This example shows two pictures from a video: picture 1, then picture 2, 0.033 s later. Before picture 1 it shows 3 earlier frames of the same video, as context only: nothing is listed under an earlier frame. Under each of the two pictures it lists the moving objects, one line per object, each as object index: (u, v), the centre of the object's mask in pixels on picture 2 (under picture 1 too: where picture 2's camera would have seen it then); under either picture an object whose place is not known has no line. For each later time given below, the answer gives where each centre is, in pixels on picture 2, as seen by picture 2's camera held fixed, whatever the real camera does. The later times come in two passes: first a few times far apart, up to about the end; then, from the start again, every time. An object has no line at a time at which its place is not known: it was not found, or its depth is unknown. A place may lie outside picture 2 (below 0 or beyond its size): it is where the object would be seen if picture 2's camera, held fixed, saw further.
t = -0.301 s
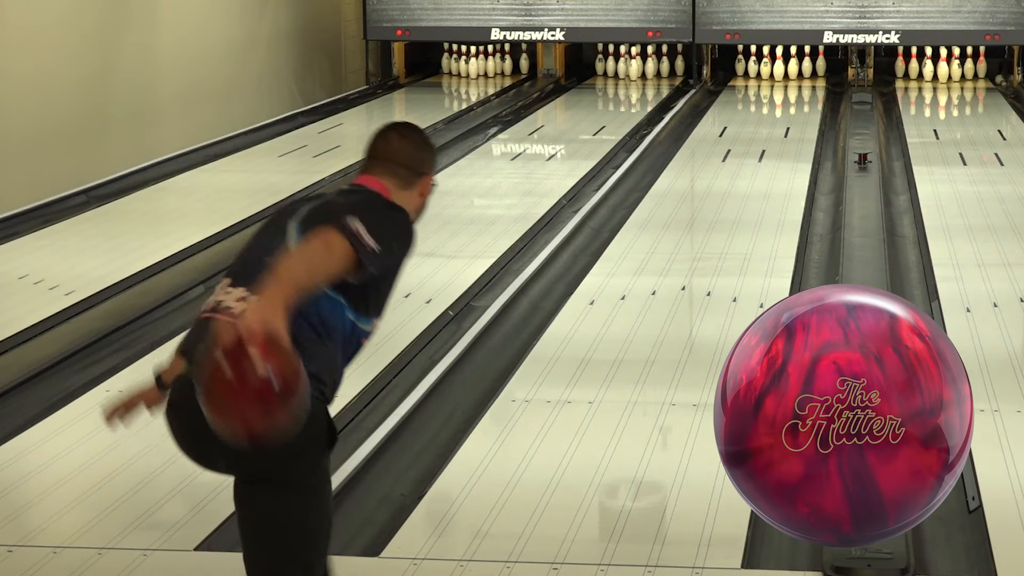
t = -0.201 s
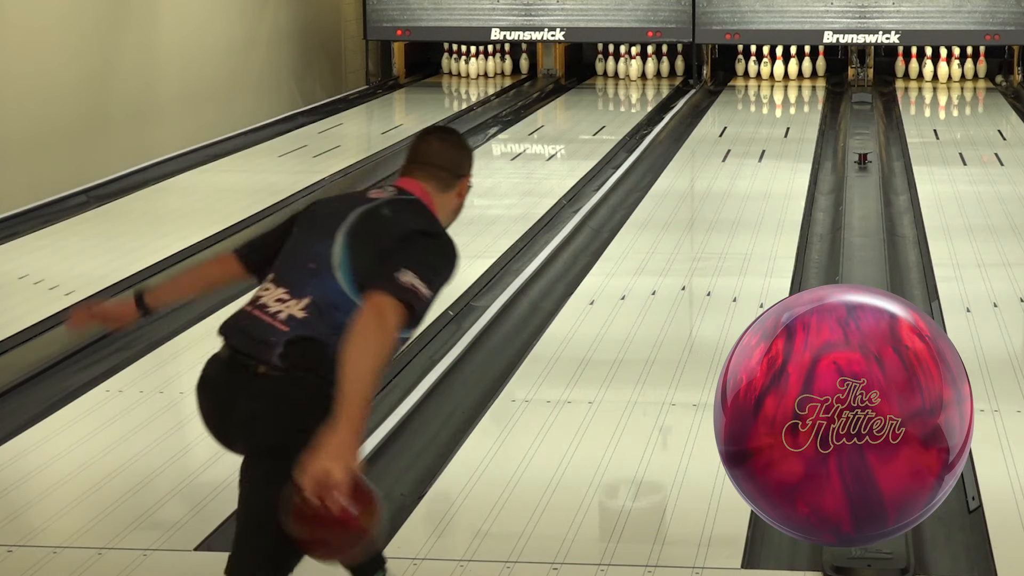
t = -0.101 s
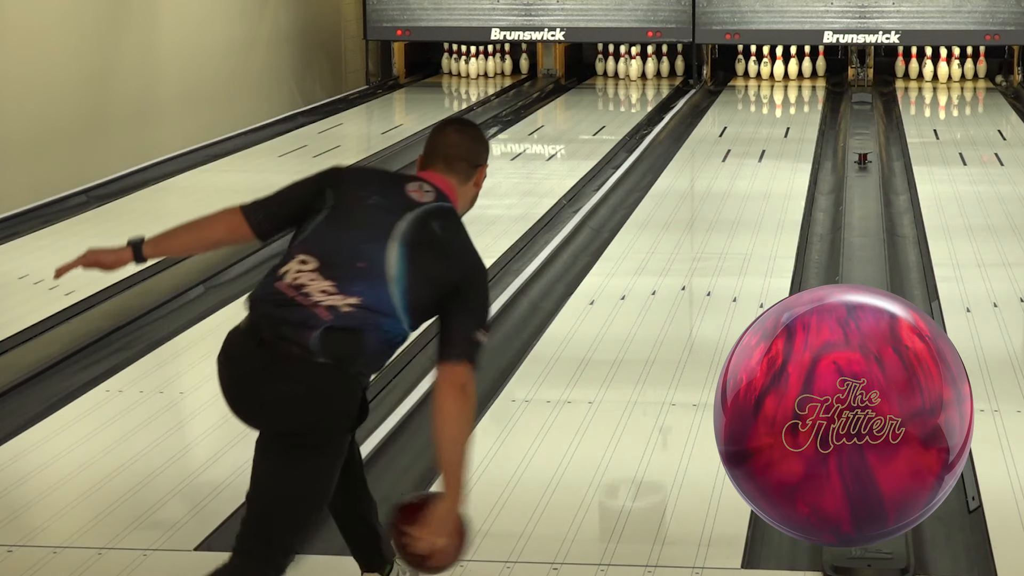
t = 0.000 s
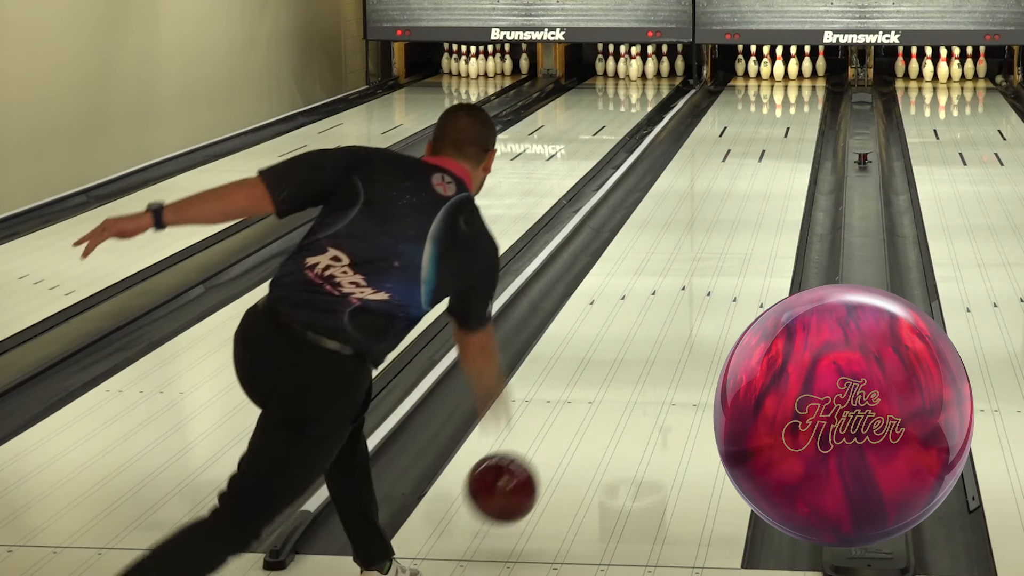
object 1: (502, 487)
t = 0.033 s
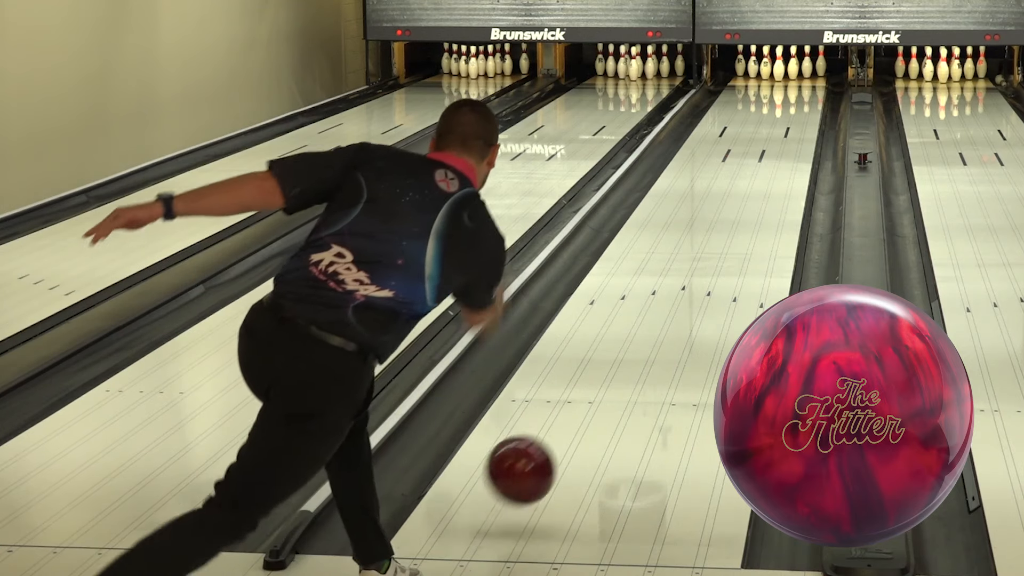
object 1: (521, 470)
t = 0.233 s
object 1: (607, 383)
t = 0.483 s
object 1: (676, 291)
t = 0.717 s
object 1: (718, 234)
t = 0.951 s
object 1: (749, 191)
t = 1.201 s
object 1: (772, 157)
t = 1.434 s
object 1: (787, 132)
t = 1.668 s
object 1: (798, 111)
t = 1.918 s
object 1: (800, 94)
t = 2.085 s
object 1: (797, 85)
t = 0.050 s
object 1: (529, 463)
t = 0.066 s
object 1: (538, 457)
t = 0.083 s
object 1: (546, 452)
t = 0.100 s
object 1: (554, 448)
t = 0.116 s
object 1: (562, 443)
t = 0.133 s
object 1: (569, 430)
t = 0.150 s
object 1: (576, 421)
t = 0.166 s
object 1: (582, 412)
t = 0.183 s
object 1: (589, 404)
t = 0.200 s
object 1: (595, 398)
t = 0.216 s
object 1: (601, 391)
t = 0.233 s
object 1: (607, 383)
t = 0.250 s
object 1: (612, 376)
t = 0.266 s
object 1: (617, 369)
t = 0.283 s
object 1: (623, 362)
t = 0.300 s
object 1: (628, 355)
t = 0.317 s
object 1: (633, 348)
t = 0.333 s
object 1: (638, 342)
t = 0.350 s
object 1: (642, 335)
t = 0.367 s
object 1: (647, 329)
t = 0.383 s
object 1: (651, 323)
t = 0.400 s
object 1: (656, 318)
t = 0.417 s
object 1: (660, 312)
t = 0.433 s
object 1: (664, 306)
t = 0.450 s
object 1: (668, 301)
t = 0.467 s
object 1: (672, 296)
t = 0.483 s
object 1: (676, 291)
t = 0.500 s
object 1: (679, 286)
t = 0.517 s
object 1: (683, 281)
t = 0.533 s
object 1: (686, 277)
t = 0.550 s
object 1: (689, 272)
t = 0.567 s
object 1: (693, 268)
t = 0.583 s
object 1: (696, 264)
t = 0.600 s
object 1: (699, 260)
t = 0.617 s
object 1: (702, 256)
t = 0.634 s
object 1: (705, 252)
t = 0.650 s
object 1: (708, 248)
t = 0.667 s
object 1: (711, 245)
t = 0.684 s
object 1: (713, 241)
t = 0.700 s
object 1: (716, 237)
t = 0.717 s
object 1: (718, 234)
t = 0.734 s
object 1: (721, 230)
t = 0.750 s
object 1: (723, 227)
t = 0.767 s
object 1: (726, 223)
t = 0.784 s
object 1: (728, 220)
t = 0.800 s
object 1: (731, 217)
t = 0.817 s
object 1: (733, 214)
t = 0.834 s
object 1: (735, 211)
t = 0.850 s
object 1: (737, 208)
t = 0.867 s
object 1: (739, 205)
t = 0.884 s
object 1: (741, 202)
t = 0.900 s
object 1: (743, 199)
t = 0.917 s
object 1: (745, 196)
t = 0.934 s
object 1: (747, 194)
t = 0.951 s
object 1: (749, 191)
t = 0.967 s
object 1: (750, 189)
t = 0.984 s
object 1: (752, 186)
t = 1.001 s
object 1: (754, 183)
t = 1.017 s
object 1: (756, 181)
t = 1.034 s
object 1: (758, 179)
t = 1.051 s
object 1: (759, 176)
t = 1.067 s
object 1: (761, 174)
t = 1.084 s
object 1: (762, 172)
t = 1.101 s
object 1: (764, 169)
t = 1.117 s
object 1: (765, 167)
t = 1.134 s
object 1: (767, 165)
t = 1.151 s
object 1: (768, 163)
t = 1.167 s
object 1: (769, 161)
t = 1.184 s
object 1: (771, 159)
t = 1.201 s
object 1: (772, 157)
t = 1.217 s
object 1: (773, 155)
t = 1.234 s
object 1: (774, 153)
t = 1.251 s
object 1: (775, 151)
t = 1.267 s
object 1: (777, 149)
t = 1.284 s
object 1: (778, 147)
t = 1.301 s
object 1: (779, 145)
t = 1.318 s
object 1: (780, 143)
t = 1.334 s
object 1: (781, 141)
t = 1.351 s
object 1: (782, 140)
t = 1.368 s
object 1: (783, 138)
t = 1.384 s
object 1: (784, 136)
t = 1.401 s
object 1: (785, 135)
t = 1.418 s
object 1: (786, 133)
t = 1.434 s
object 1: (787, 132)
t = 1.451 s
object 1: (788, 130)
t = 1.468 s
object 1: (789, 128)
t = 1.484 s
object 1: (790, 127)
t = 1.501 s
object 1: (790, 125)
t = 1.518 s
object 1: (791, 124)
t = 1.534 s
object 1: (792, 122)
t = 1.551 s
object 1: (793, 121)
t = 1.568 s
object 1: (793, 119)
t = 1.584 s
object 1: (794, 118)
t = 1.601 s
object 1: (795, 116)
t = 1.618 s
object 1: (796, 115)
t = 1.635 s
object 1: (797, 114)
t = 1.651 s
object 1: (797, 112)
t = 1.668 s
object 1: (798, 111)
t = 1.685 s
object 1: (798, 110)
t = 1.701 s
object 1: (798, 109)
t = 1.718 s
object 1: (799, 107)
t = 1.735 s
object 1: (799, 106)
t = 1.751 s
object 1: (800, 105)
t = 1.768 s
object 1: (800, 104)
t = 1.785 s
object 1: (800, 103)
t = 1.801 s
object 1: (800, 102)
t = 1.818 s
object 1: (800, 100)
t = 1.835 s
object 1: (800, 99)
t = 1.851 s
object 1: (800, 98)
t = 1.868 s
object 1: (800, 97)
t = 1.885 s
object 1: (800, 96)
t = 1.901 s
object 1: (800, 95)
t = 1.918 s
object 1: (800, 94)
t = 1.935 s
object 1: (800, 93)
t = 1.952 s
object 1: (799, 92)
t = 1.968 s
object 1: (799, 91)
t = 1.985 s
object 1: (799, 90)
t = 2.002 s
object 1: (799, 89)
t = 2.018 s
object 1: (799, 88)
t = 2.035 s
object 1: (798, 87)
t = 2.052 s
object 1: (798, 86)
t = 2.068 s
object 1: (797, 85)
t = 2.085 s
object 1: (797, 85)
